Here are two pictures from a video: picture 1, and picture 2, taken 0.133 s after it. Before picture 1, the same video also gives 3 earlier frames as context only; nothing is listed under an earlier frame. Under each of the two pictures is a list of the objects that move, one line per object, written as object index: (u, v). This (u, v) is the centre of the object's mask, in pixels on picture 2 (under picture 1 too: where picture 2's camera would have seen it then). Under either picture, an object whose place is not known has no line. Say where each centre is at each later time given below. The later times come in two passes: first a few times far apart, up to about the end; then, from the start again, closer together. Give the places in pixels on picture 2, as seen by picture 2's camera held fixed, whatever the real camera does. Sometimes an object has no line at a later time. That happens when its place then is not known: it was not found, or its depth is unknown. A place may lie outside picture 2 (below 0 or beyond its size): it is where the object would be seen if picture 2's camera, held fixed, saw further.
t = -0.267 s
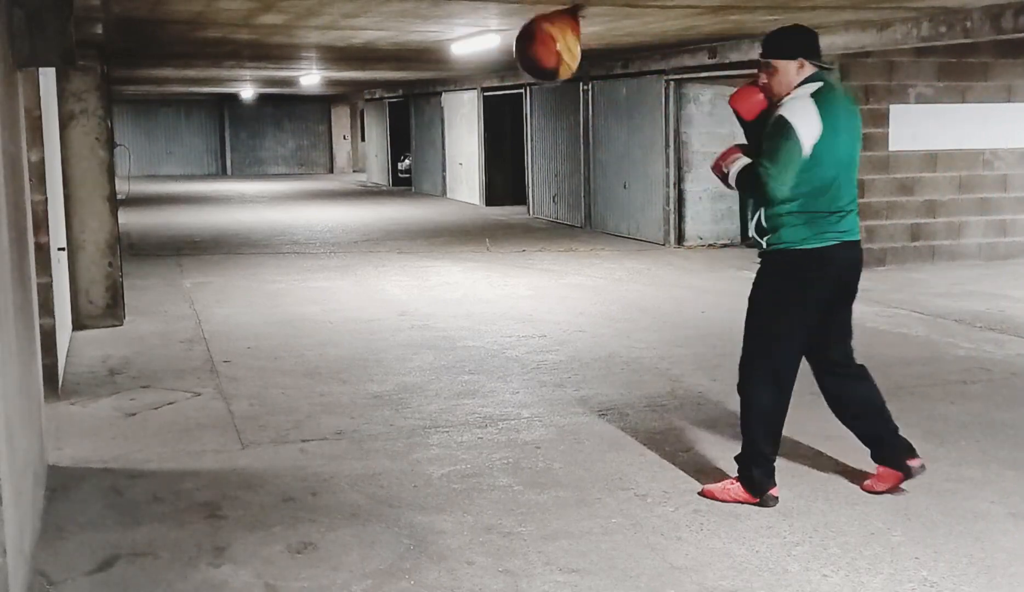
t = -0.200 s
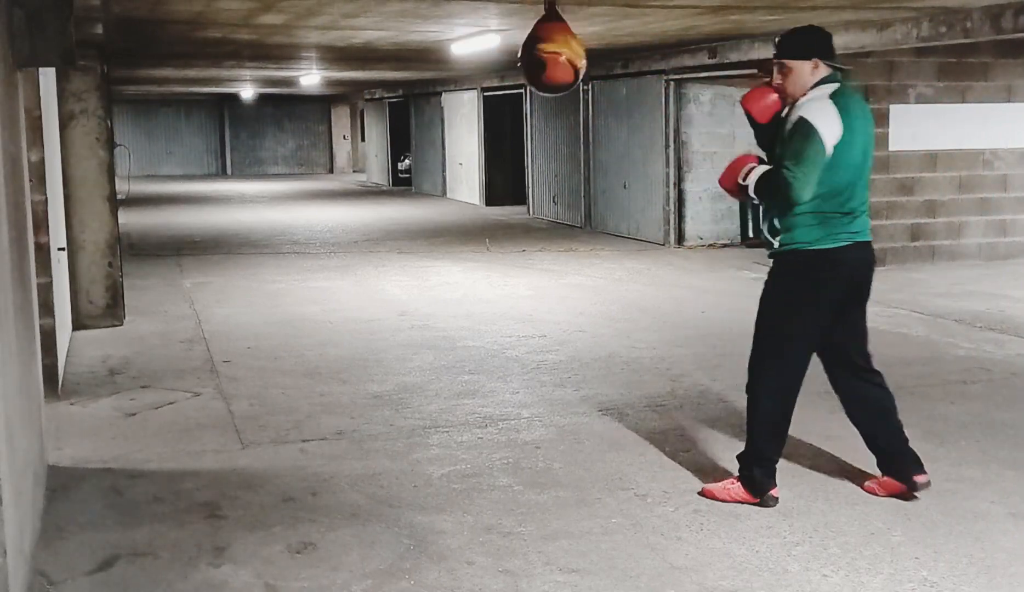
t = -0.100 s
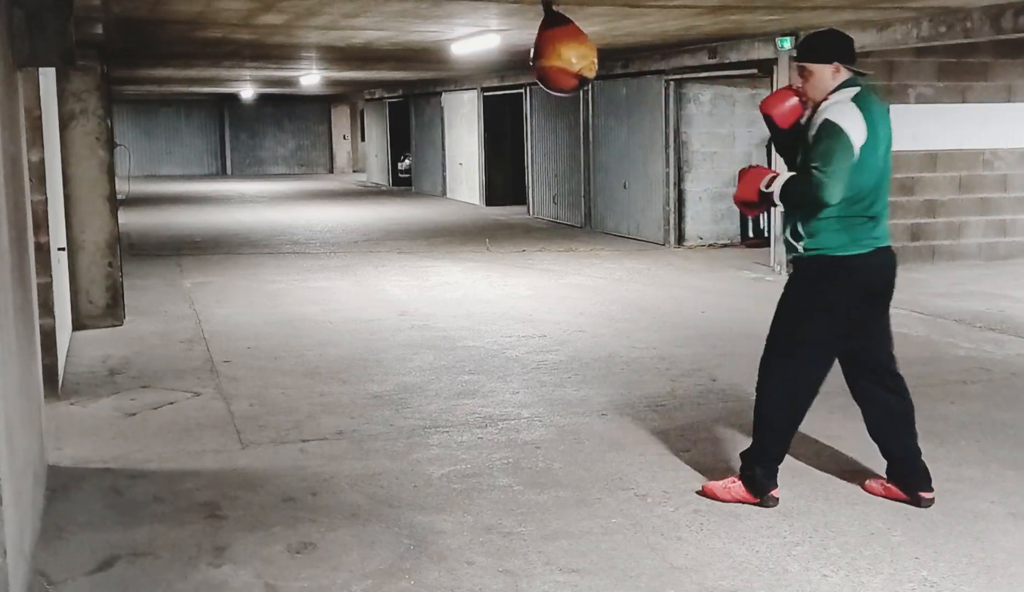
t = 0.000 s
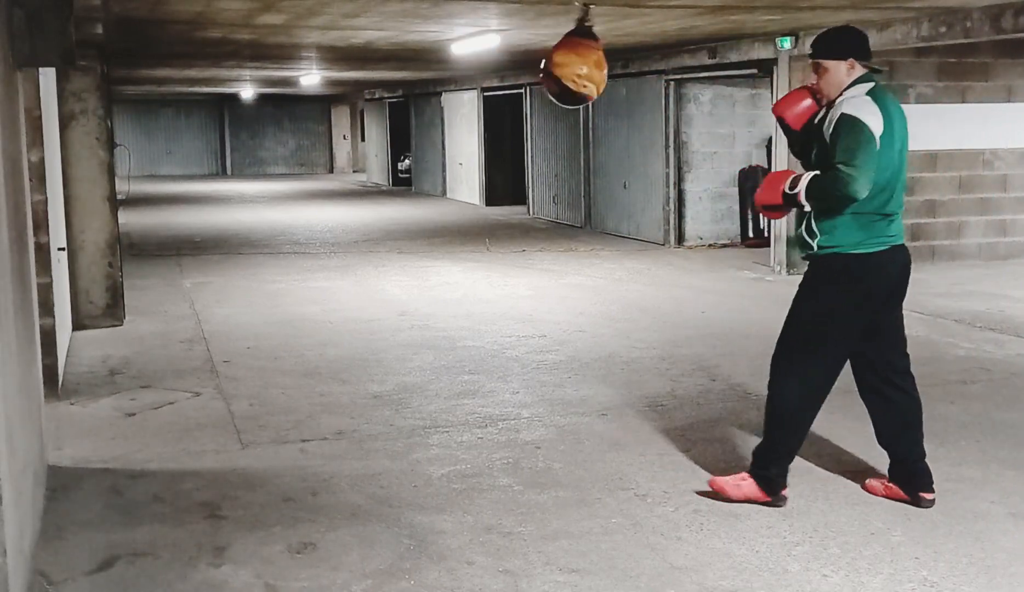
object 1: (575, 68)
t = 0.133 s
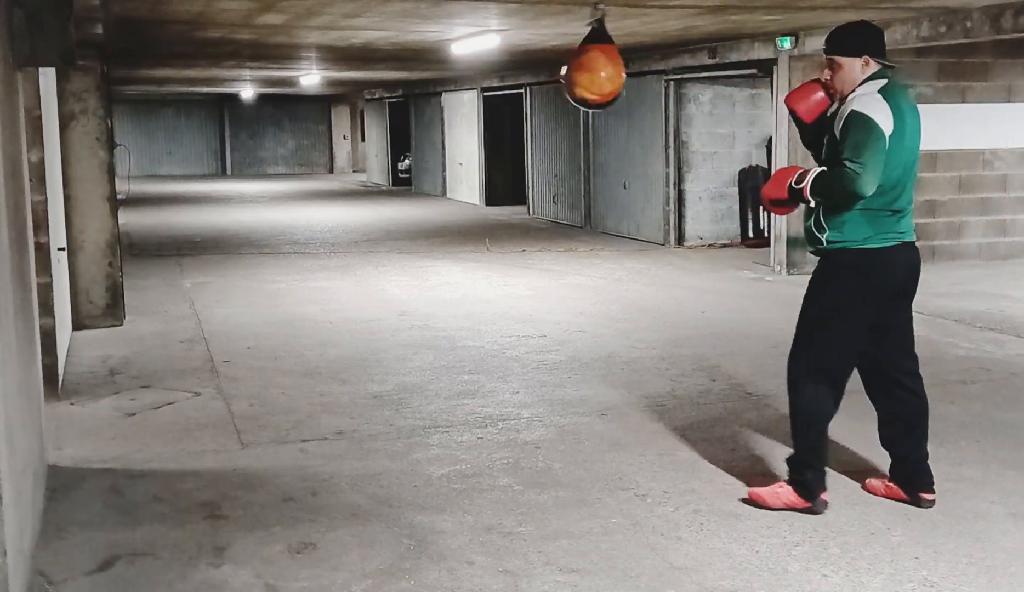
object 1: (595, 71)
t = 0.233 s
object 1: (606, 66)
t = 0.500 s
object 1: (623, 61)
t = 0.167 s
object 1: (598, 71)
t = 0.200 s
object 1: (603, 68)
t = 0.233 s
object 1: (606, 66)
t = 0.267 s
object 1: (609, 66)
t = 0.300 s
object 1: (613, 67)
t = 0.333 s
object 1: (617, 65)
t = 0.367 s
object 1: (619, 62)
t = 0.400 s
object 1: (621, 61)
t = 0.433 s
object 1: (622, 62)
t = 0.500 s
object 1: (623, 61)
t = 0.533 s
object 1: (623, 61)
